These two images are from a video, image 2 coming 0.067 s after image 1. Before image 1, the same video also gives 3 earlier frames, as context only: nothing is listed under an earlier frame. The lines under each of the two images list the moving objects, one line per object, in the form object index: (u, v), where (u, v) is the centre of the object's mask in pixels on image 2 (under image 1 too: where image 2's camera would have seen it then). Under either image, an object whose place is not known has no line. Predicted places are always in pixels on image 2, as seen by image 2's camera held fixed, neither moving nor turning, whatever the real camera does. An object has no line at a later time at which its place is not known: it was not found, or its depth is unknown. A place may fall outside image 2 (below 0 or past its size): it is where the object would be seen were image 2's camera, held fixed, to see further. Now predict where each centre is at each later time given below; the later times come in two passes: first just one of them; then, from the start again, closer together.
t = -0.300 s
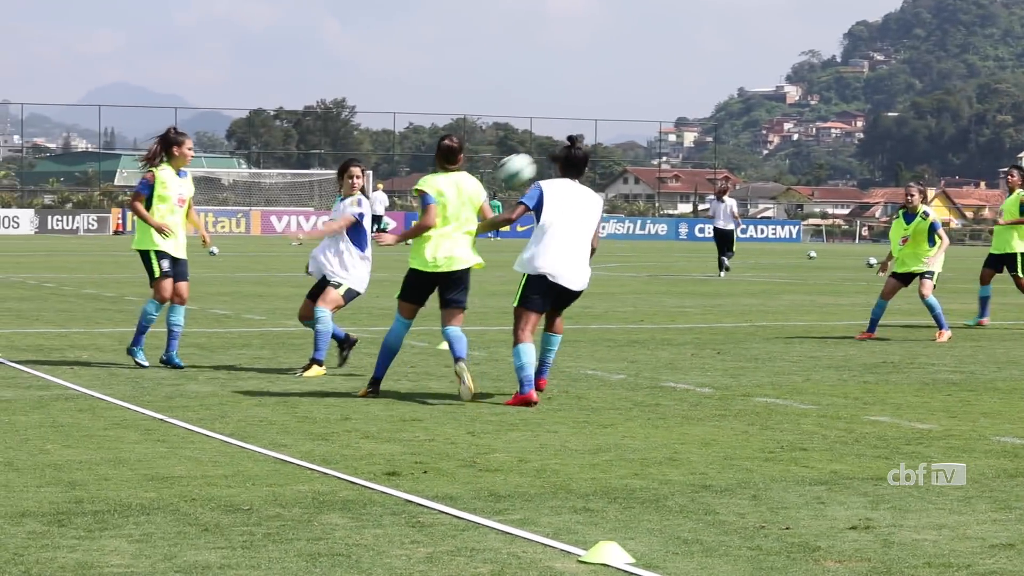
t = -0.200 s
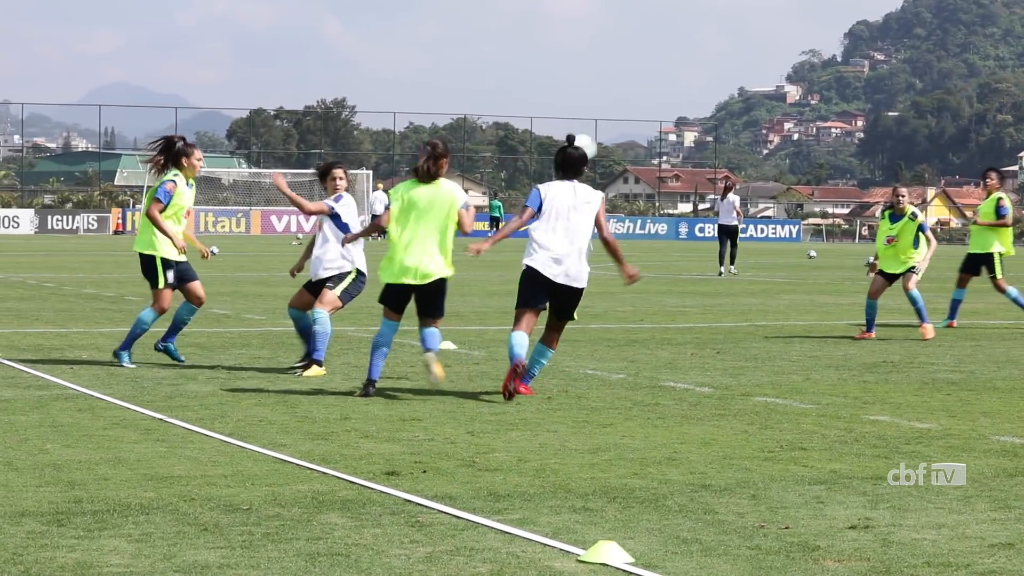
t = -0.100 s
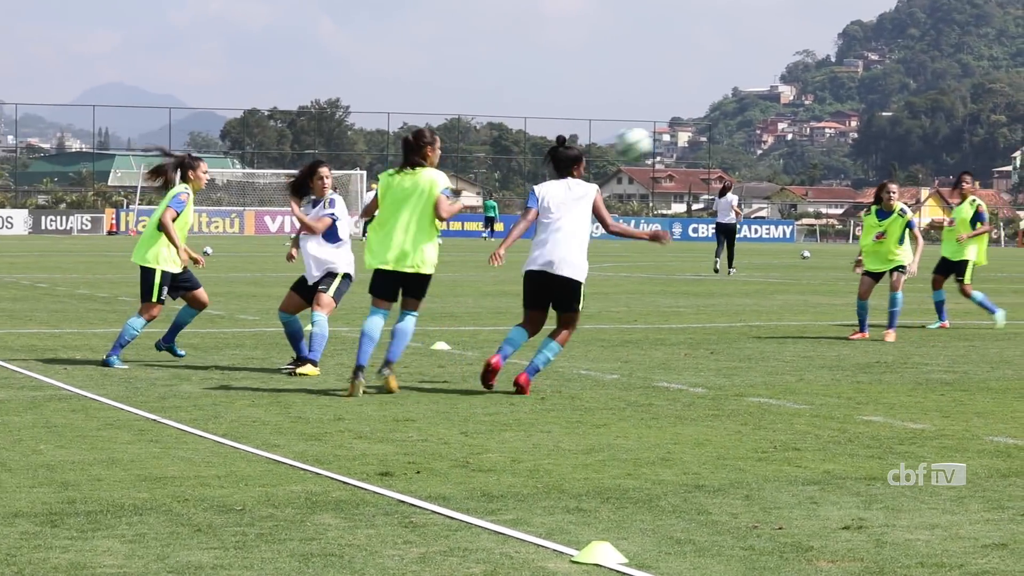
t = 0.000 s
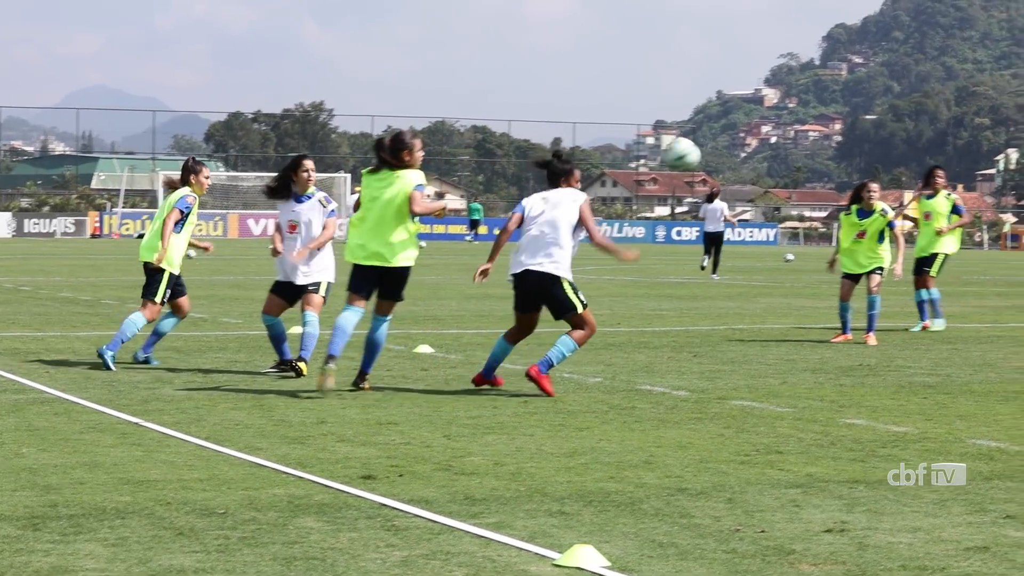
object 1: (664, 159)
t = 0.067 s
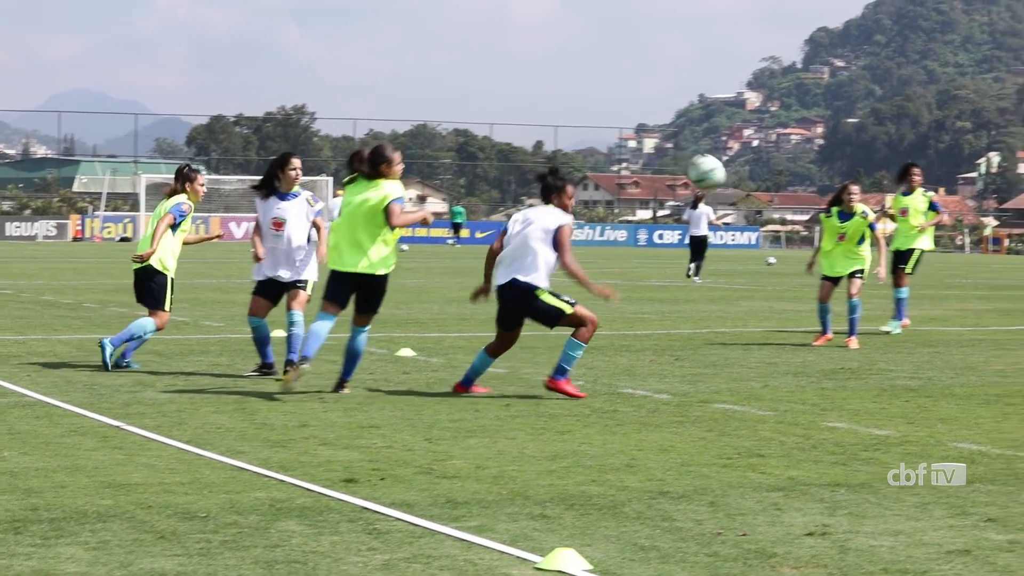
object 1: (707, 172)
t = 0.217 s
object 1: (807, 228)
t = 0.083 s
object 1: (717, 176)
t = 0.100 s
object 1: (729, 182)
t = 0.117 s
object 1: (740, 188)
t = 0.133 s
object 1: (751, 193)
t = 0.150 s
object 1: (760, 198)
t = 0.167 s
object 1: (773, 206)
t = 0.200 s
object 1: (796, 221)
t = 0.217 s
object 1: (807, 228)
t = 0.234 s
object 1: (819, 237)
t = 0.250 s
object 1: (830, 245)
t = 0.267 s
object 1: (842, 256)
